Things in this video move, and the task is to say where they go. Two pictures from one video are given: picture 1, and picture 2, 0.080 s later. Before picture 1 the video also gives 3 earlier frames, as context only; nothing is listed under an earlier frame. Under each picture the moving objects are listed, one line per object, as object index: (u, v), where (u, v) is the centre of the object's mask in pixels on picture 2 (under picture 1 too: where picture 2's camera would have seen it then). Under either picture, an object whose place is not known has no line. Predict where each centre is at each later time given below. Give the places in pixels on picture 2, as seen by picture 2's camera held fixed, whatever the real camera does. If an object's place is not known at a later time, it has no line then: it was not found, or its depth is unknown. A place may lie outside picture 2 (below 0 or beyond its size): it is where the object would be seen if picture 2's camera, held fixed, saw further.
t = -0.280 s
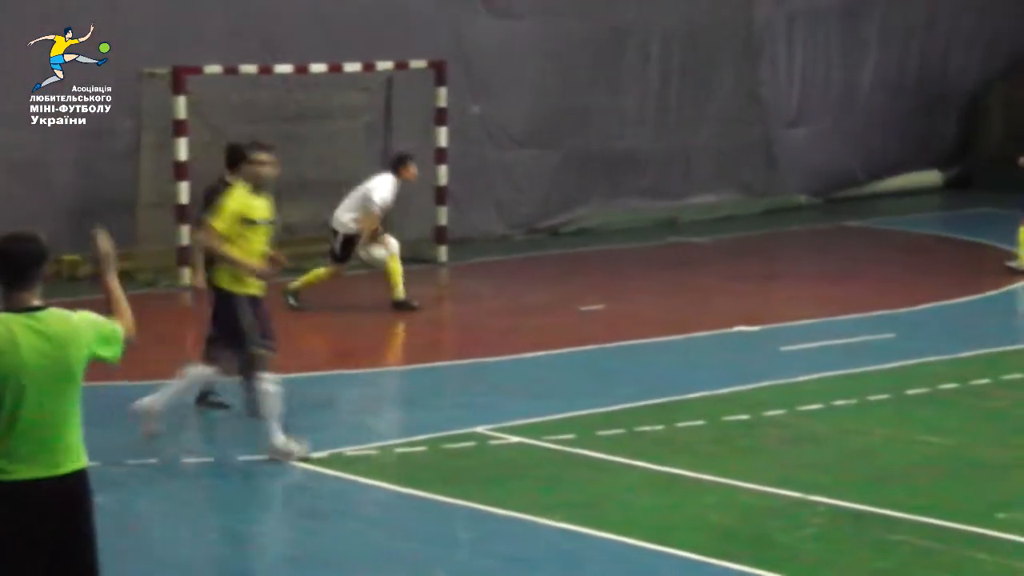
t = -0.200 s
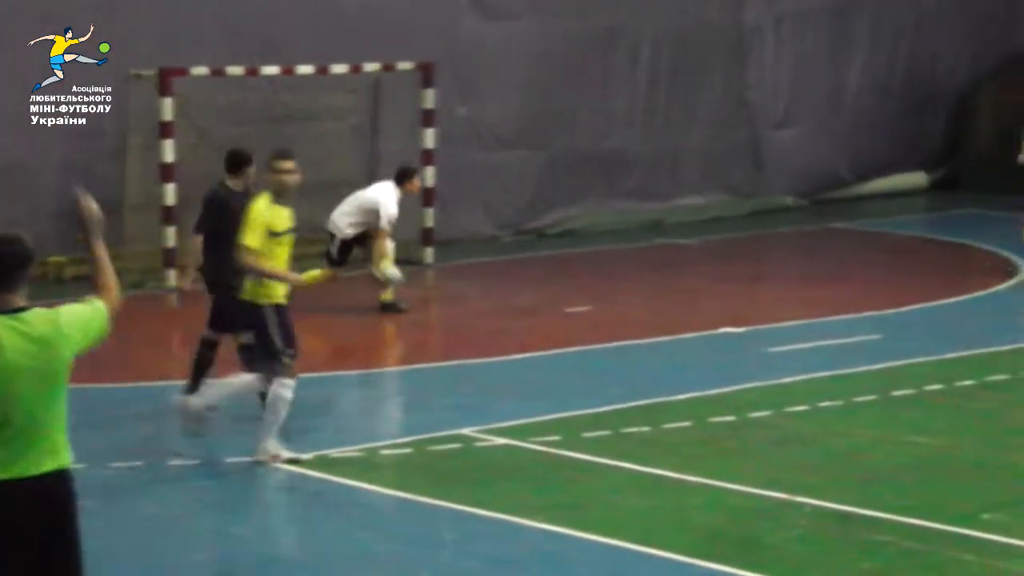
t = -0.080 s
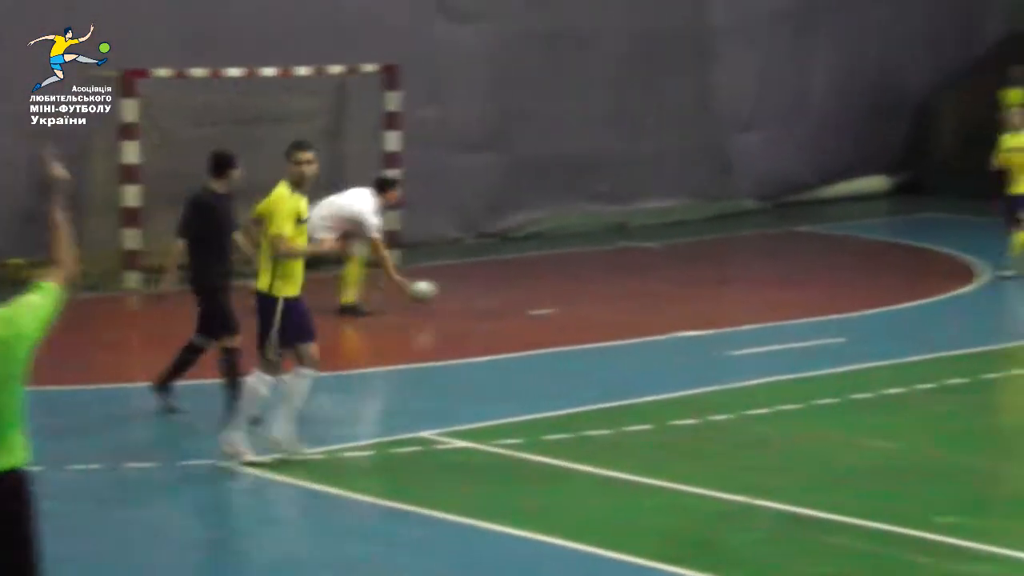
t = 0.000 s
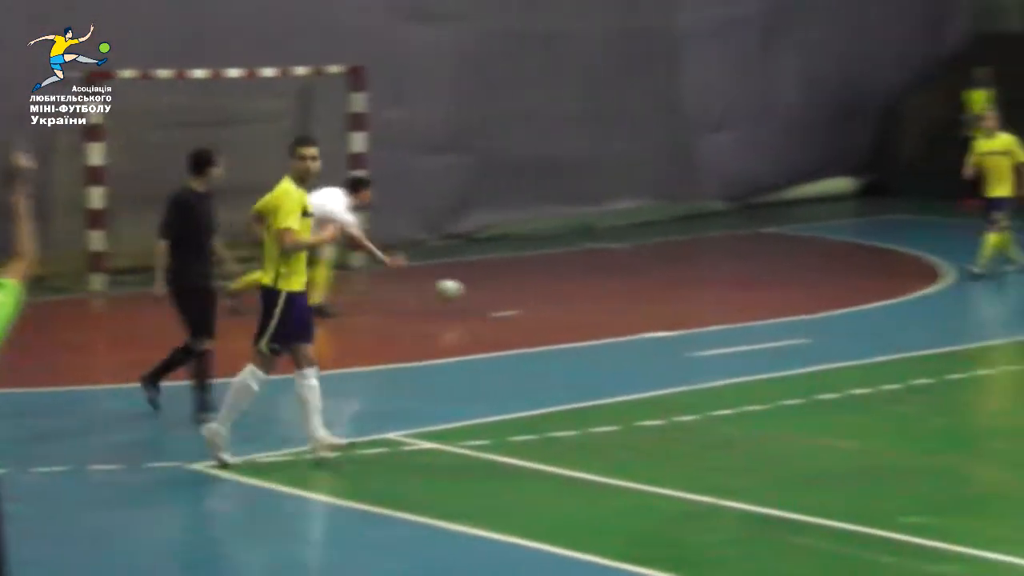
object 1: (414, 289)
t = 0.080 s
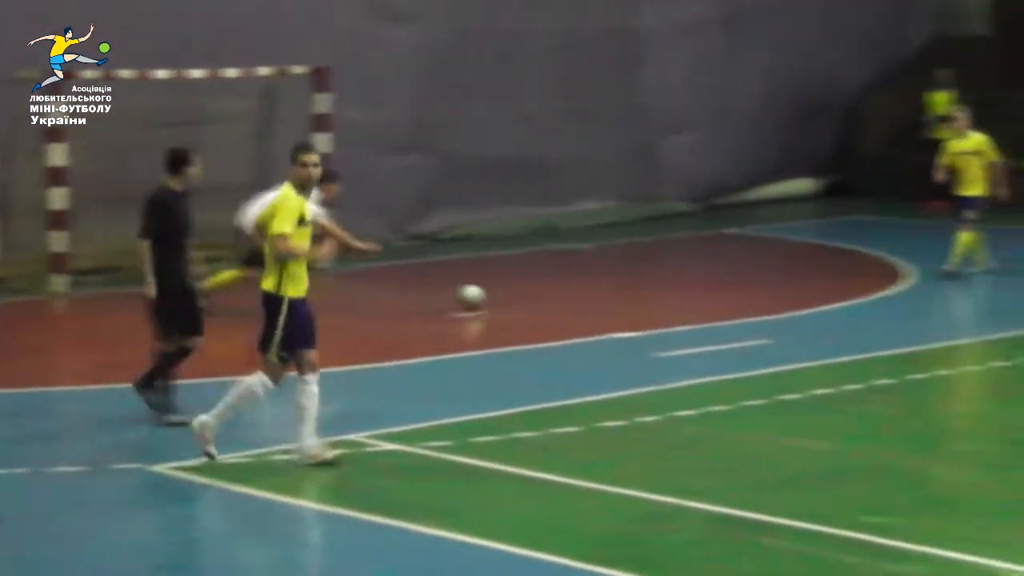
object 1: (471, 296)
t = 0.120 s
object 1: (497, 296)
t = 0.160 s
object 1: (521, 295)
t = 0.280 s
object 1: (591, 291)
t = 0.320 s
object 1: (610, 289)
